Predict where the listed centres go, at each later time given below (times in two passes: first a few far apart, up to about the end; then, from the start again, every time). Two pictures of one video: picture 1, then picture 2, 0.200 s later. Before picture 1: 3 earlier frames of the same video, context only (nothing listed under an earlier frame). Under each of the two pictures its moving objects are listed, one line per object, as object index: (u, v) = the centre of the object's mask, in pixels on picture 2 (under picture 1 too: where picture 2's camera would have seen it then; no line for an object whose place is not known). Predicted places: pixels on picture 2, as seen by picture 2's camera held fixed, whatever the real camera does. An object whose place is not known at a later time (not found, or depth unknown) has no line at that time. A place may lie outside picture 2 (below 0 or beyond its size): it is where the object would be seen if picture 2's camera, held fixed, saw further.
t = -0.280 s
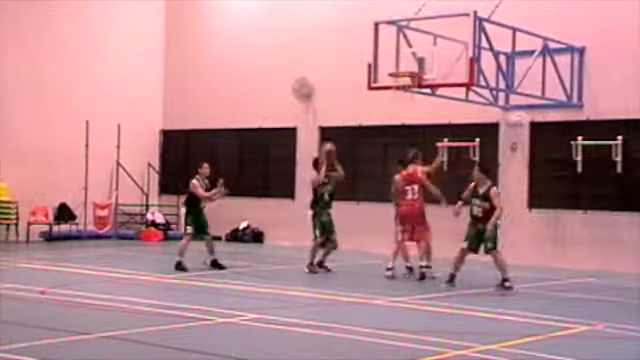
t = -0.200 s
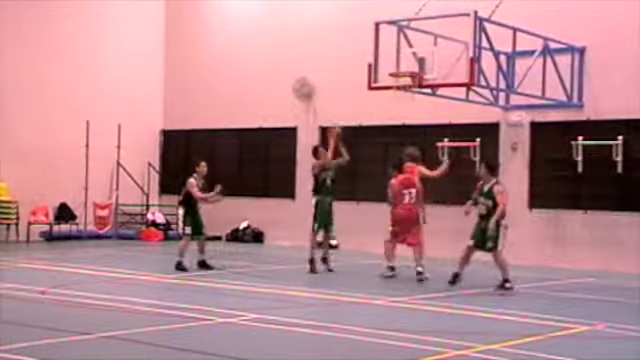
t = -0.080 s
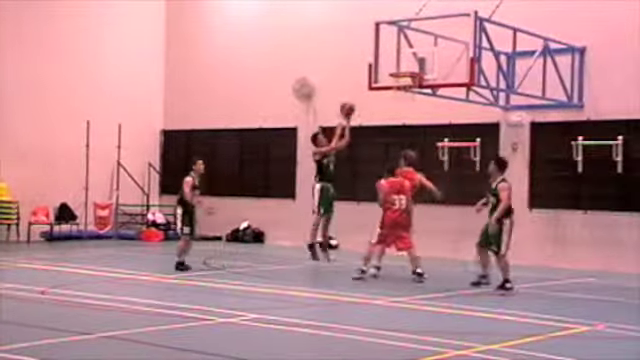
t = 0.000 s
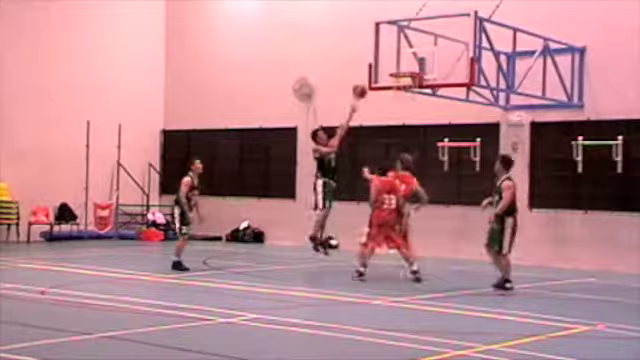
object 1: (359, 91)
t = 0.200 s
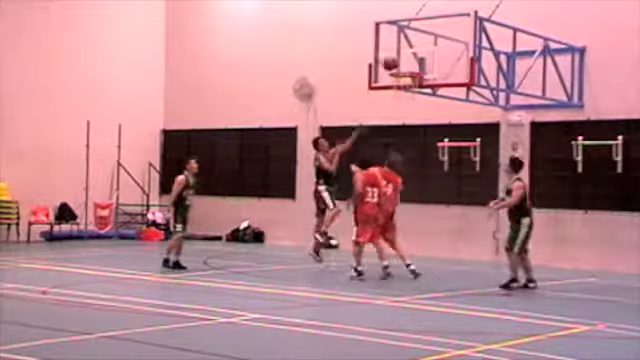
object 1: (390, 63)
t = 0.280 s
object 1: (391, 59)
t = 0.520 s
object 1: (398, 68)
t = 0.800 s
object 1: (411, 102)
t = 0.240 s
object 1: (390, 61)
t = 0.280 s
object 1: (391, 59)
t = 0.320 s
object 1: (392, 59)
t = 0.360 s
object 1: (393, 59)
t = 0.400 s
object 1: (394, 61)
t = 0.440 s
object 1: (395, 63)
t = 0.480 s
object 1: (395, 66)
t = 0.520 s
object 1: (398, 68)
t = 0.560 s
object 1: (400, 73)
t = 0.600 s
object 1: (401, 80)
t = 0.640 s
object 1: (406, 83)
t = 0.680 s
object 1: (407, 89)
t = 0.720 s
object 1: (408, 92)
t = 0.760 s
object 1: (409, 95)
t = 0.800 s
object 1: (411, 102)
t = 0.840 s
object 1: (411, 108)
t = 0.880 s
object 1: (412, 114)
